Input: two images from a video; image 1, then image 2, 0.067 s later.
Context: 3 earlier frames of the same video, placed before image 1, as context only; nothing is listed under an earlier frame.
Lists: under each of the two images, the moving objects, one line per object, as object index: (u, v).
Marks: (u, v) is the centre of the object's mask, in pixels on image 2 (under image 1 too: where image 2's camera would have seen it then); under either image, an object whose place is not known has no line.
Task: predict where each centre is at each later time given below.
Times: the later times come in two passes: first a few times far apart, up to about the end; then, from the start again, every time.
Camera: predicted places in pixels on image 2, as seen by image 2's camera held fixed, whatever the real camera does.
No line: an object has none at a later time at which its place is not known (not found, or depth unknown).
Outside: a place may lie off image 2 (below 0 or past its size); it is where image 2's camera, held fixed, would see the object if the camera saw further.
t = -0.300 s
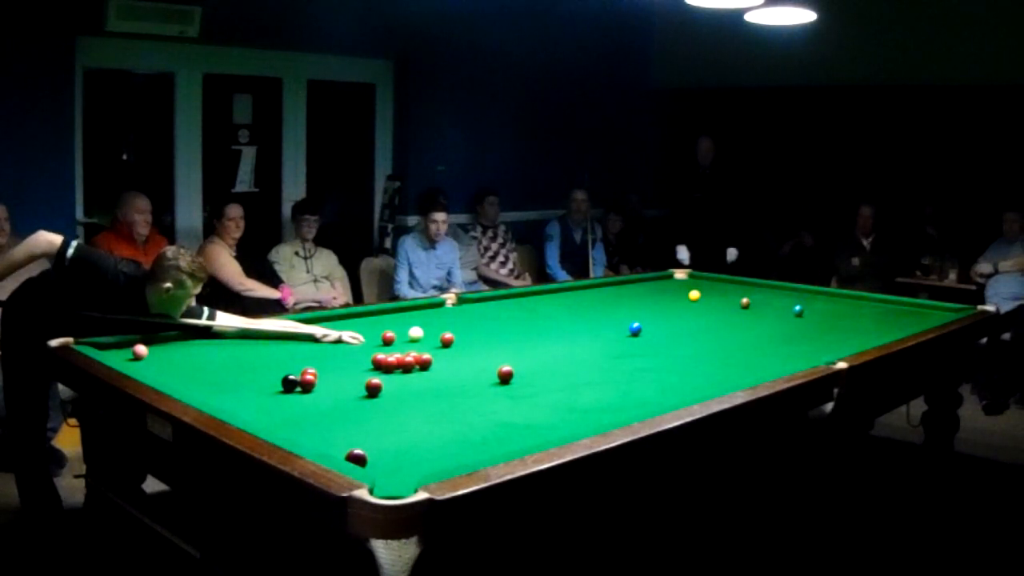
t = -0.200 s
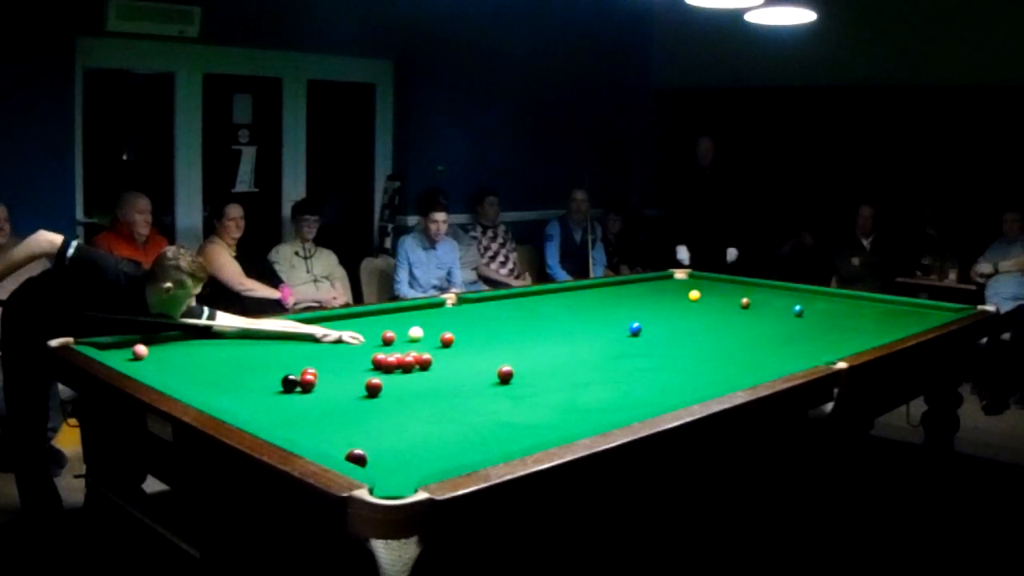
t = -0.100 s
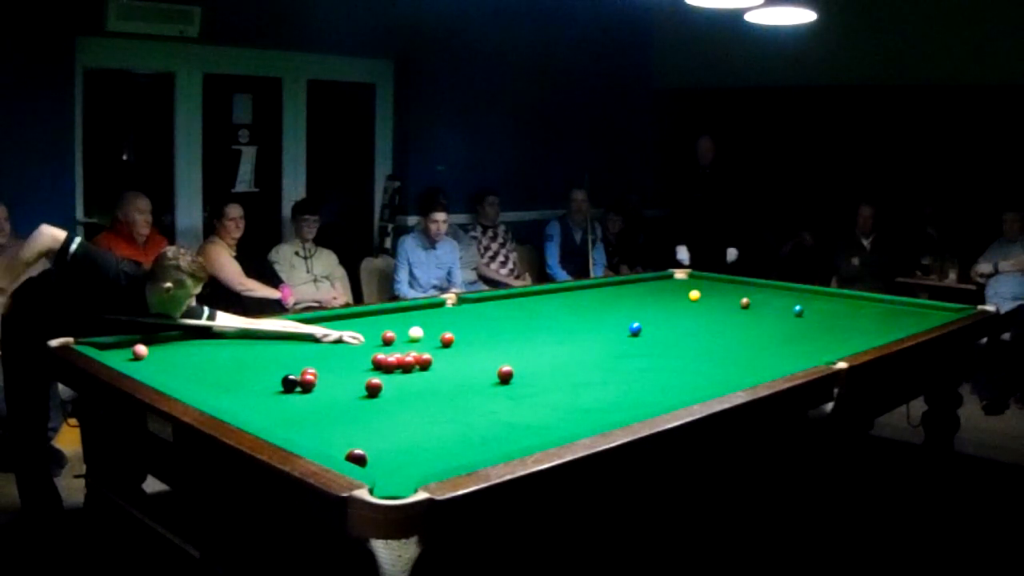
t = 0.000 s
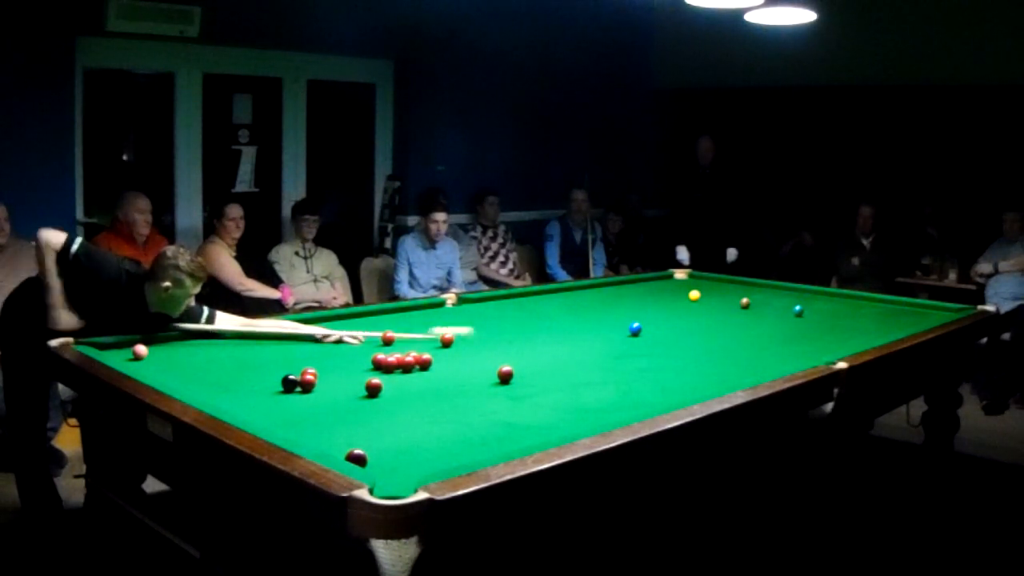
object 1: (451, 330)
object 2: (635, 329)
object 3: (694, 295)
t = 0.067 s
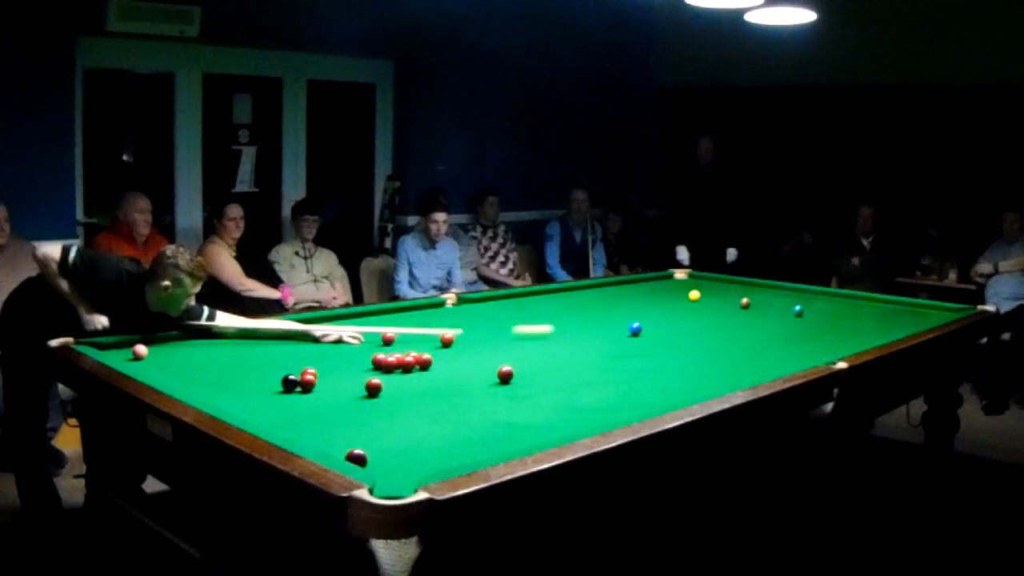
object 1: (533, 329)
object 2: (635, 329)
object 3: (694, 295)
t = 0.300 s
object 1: (635, 333)
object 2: (765, 319)
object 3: (694, 295)
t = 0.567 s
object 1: (636, 339)
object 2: (929, 309)
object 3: (694, 295)
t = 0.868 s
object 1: (635, 345)
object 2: (868, 305)
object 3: (694, 295)
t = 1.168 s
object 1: (634, 352)
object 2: (757, 298)
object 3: (694, 295)
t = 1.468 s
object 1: (632, 358)
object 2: (695, 293)
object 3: (651, 294)
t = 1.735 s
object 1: (631, 363)
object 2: (668, 289)
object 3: (591, 293)
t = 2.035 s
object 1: (630, 369)
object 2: (640, 285)
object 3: (534, 292)
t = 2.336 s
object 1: (629, 374)
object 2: (623, 282)
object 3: (530, 299)
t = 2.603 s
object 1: (629, 379)
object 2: (641, 282)
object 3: (525, 304)
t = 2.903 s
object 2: (659, 284)
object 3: (520, 310)
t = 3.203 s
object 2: (675, 284)
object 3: (515, 317)
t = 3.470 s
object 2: (687, 285)
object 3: (512, 323)
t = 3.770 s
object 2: (699, 285)
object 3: (507, 330)
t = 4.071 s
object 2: (710, 286)
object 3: (503, 338)
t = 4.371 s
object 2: (718, 286)
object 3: (498, 345)
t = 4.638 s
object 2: (724, 286)
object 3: (494, 352)
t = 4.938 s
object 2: (728, 286)
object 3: (491, 360)
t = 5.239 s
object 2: (731, 286)
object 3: (487, 367)
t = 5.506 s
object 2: (732, 286)
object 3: (483, 374)
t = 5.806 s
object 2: (731, 286)
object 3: (479, 381)
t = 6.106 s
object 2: (732, 286)
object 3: (476, 388)
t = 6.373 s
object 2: (732, 286)
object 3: (474, 394)
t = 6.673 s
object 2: (732, 286)
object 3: (472, 399)
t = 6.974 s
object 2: (731, 286)
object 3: (470, 405)
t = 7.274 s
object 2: (731, 286)
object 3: (470, 409)
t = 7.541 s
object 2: (732, 286)
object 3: (470, 412)
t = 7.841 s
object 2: (731, 286)
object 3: (471, 415)
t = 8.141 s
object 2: (731, 286)
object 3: (473, 417)
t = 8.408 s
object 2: (731, 287)
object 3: (474, 417)
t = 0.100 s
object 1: (572, 329)
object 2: (635, 329)
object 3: (694, 295)
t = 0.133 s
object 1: (608, 328)
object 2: (635, 329)
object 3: (694, 295)
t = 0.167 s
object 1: (625, 329)
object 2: (653, 326)
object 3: (694, 295)
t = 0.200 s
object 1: (629, 330)
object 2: (683, 324)
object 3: (694, 295)
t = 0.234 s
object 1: (632, 331)
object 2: (712, 322)
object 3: (694, 295)
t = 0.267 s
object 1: (634, 332)
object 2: (740, 321)
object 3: (694, 295)
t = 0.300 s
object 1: (635, 333)
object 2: (765, 319)
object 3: (694, 295)
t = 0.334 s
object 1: (637, 333)
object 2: (790, 318)
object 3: (694, 295)
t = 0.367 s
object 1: (637, 334)
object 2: (813, 316)
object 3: (694, 295)
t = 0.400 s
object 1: (637, 335)
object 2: (835, 315)
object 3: (694, 295)
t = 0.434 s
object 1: (637, 336)
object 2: (855, 314)
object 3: (694, 295)
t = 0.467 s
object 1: (637, 337)
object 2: (875, 313)
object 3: (694, 295)
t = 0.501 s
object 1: (636, 337)
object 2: (894, 311)
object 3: (694, 295)
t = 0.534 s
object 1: (636, 338)
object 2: (912, 311)
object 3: (694, 295)
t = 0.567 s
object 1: (636, 339)
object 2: (929, 309)
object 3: (694, 295)
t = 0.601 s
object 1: (636, 339)
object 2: (945, 308)
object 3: (694, 295)
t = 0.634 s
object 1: (636, 340)
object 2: (957, 308)
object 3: (694, 295)
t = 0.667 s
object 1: (636, 341)
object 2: (956, 309)
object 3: (694, 295)
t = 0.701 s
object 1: (636, 341)
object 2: (941, 309)
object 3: (694, 295)
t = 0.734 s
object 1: (636, 342)
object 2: (926, 308)
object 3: (694, 295)
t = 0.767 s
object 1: (635, 343)
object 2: (911, 308)
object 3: (694, 295)
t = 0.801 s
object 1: (635, 344)
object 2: (896, 307)
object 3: (694, 295)
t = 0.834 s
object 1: (635, 345)
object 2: (881, 307)
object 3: (694, 295)
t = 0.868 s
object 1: (635, 345)
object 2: (868, 305)
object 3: (694, 295)
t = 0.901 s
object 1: (635, 346)
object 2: (854, 305)
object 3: (694, 295)
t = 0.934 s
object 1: (634, 347)
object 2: (842, 304)
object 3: (694, 295)
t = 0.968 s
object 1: (635, 347)
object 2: (829, 303)
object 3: (694, 295)
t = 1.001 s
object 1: (634, 348)
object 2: (816, 302)
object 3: (694, 295)
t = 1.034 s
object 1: (634, 349)
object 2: (804, 301)
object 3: (694, 295)
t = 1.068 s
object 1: (634, 349)
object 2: (792, 301)
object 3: (694, 295)
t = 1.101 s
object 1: (634, 350)
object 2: (780, 300)
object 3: (694, 295)
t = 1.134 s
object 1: (634, 351)
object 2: (768, 299)
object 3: (694, 295)
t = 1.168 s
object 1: (634, 352)
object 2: (757, 298)
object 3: (694, 295)
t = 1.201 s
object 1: (633, 352)
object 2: (744, 296)
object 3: (694, 295)
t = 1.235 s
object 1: (633, 353)
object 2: (733, 297)
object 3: (694, 295)
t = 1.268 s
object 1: (633, 354)
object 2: (721, 296)
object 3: (694, 295)
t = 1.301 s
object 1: (633, 354)
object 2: (710, 295)
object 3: (694, 295)
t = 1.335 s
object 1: (633, 355)
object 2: (703, 295)
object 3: (688, 295)
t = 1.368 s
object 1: (633, 356)
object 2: (702, 295)
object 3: (678, 294)
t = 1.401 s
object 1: (633, 356)
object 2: (700, 294)
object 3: (669, 294)
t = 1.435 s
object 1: (633, 357)
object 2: (698, 294)
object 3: (660, 294)
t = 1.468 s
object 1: (632, 358)
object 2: (695, 293)
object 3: (651, 294)
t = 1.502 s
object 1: (632, 359)
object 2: (692, 293)
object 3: (643, 294)
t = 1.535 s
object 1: (632, 359)
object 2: (688, 292)
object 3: (635, 294)
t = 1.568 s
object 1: (632, 360)
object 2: (685, 292)
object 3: (628, 293)
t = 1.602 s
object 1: (632, 361)
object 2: (682, 291)
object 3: (621, 293)
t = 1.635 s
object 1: (632, 361)
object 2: (678, 290)
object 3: (613, 293)
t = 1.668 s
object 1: (631, 362)
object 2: (675, 290)
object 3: (606, 293)
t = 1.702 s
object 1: (631, 363)
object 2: (671, 290)
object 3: (599, 293)
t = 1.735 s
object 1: (631, 363)
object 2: (668, 289)
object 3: (591, 293)
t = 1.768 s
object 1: (631, 364)
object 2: (665, 289)
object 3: (584, 293)
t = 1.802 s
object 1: (631, 365)
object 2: (662, 288)
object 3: (577, 292)
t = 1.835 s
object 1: (631, 365)
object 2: (659, 288)
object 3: (570, 292)
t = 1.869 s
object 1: (631, 366)
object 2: (655, 287)
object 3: (563, 292)
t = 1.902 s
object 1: (631, 366)
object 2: (652, 287)
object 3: (556, 292)
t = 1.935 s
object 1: (630, 367)
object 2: (649, 286)
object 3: (549, 292)
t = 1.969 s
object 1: (630, 368)
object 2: (646, 286)
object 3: (542, 291)
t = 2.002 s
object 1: (630, 368)
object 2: (643, 285)
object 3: (535, 291)
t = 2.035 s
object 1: (630, 369)
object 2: (640, 285)
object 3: (534, 292)
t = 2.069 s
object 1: (630, 370)
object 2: (637, 284)
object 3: (534, 293)
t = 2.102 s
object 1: (630, 370)
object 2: (633, 284)
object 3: (534, 293)
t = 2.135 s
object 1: (630, 371)
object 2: (631, 283)
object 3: (533, 294)
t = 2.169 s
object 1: (630, 372)
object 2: (627, 282)
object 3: (532, 295)
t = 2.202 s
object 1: (630, 372)
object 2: (625, 282)
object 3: (532, 296)
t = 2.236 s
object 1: (630, 373)
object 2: (622, 282)
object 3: (531, 296)
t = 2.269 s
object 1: (630, 373)
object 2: (619, 282)
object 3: (531, 297)
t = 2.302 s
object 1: (630, 374)
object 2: (621, 281)
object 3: (530, 298)
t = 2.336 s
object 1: (629, 374)
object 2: (623, 282)
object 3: (530, 299)
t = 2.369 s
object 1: (629, 375)
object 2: (626, 282)
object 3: (529, 299)
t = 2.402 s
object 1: (629, 376)
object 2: (628, 282)
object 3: (529, 300)
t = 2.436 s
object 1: (629, 376)
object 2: (630, 282)
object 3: (528, 300)
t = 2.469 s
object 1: (629, 377)
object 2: (633, 282)
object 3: (528, 301)
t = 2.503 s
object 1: (629, 377)
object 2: (635, 282)
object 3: (527, 302)
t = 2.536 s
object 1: (629, 378)
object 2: (637, 282)
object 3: (526, 303)
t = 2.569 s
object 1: (629, 379)
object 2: (639, 282)
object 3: (526, 303)
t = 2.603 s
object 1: (629, 379)
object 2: (641, 282)
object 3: (525, 304)
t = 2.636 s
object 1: (629, 380)
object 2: (643, 283)
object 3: (525, 304)
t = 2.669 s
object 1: (629, 380)
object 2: (646, 283)
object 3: (524, 305)
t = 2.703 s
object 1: (629, 381)
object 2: (648, 283)
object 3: (524, 306)
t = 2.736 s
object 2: (649, 283)
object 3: (523, 307)
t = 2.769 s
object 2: (651, 283)
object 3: (522, 307)
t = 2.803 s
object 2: (653, 283)
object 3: (522, 308)
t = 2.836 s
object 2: (655, 284)
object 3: (521, 309)
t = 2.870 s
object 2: (657, 283)
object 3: (521, 310)
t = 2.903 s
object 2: (659, 284)
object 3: (520, 310)
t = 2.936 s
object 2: (661, 284)
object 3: (520, 311)
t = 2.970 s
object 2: (662, 284)
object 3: (519, 312)
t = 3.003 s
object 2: (664, 284)
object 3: (519, 313)
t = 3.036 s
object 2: (666, 284)
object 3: (518, 314)
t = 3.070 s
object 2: (668, 284)
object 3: (518, 314)
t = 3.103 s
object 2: (669, 284)
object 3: (517, 315)
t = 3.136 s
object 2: (671, 284)
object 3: (517, 316)
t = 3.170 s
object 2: (673, 284)
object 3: (516, 316)
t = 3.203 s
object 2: (675, 284)
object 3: (515, 317)
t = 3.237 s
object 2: (676, 284)
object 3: (515, 318)
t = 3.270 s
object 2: (678, 284)
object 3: (515, 319)
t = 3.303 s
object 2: (679, 284)
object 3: (514, 319)
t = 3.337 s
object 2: (681, 284)
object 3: (514, 321)
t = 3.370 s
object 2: (683, 284)
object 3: (513, 321)
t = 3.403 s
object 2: (684, 284)
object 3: (513, 322)
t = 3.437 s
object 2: (686, 284)
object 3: (512, 323)
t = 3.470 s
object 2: (687, 285)
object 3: (512, 323)
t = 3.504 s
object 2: (689, 285)
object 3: (511, 324)
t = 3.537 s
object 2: (690, 285)
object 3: (510, 325)
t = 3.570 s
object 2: (691, 285)
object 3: (510, 326)
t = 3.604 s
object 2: (693, 285)
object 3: (510, 327)
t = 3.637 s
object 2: (694, 285)
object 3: (509, 327)
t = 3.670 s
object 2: (696, 285)
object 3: (508, 328)
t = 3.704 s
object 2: (697, 285)
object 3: (508, 329)
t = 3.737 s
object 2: (698, 285)
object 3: (508, 330)
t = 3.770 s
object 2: (699, 285)
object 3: (507, 330)
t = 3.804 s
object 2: (700, 285)
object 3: (506, 331)
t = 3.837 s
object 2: (702, 286)
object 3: (506, 332)
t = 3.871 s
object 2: (703, 286)
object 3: (505, 333)
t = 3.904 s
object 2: (704, 286)
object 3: (505, 334)
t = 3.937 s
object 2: (705, 285)
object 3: (505, 335)
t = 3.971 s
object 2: (707, 285)
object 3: (504, 335)
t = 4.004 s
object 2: (708, 286)
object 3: (503, 336)
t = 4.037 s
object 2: (709, 286)
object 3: (503, 337)
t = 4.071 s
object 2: (710, 286)
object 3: (503, 338)
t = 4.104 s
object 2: (711, 286)
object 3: (502, 339)
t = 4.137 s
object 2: (712, 285)
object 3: (502, 340)
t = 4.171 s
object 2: (713, 286)
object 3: (501, 340)
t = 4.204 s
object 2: (714, 286)
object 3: (501, 341)
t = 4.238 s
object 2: (715, 286)
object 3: (500, 342)
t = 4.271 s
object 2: (716, 286)
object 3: (500, 343)
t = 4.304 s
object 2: (717, 286)
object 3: (499, 343)
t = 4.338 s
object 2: (718, 286)
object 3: (499, 344)
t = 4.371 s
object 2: (718, 286)
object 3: (498, 345)
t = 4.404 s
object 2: (719, 286)
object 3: (498, 346)
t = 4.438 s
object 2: (720, 286)
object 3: (498, 347)
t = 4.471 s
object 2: (721, 286)
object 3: (497, 348)
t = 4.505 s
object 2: (721, 286)
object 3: (497, 349)
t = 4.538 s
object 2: (722, 286)
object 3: (496, 349)
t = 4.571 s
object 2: (723, 286)
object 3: (496, 350)
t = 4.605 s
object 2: (723, 286)
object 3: (495, 351)
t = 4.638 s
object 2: (724, 286)
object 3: (494, 352)
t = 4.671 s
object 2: (724, 286)
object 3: (494, 353)
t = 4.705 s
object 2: (725, 286)
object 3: (494, 354)
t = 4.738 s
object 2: (726, 286)
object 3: (493, 354)
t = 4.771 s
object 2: (726, 286)
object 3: (493, 355)
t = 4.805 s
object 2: (727, 286)
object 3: (492, 356)
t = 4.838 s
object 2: (727, 286)
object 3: (492, 357)
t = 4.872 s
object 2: (728, 286)
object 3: (491, 358)
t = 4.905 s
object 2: (728, 286)
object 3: (491, 359)
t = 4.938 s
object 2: (728, 286)
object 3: (491, 360)
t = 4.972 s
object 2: (729, 286)
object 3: (490, 361)
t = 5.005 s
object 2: (729, 286)
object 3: (490, 361)
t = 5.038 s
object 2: (730, 286)
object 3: (489, 362)
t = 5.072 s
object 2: (730, 286)
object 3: (489, 363)
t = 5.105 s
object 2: (730, 286)
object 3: (488, 364)
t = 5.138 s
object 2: (731, 286)
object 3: (488, 365)
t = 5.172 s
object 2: (731, 286)
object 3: (487, 366)
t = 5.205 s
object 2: (731, 286)
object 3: (487, 367)
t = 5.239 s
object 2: (731, 286)
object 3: (487, 367)
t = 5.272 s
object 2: (731, 286)
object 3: (486, 368)
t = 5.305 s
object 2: (731, 286)
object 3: (486, 369)
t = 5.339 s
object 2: (731, 286)
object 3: (485, 370)
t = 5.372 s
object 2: (731, 286)
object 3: (485, 371)
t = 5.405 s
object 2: (732, 286)
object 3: (485, 371)
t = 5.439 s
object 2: (732, 286)
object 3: (484, 372)
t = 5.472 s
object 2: (732, 286)
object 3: (484, 373)
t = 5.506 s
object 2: (732, 286)
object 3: (483, 374)
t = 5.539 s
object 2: (731, 286)
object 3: (483, 375)
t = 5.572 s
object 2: (732, 286)
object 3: (483, 375)
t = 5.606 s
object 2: (731, 286)
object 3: (482, 376)
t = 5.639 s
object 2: (731, 286)
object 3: (482, 377)
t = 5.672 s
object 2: (731, 286)
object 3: (481, 378)
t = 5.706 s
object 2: (731, 287)
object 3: (481, 379)
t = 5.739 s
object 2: (731, 286)
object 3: (480, 379)
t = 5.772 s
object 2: (731, 286)
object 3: (480, 380)
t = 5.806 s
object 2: (731, 286)
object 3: (479, 381)
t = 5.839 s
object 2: (731, 286)
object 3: (479, 382)
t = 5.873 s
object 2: (731, 286)
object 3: (479, 383)
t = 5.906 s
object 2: (731, 287)
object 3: (479, 383)
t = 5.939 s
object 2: (731, 286)
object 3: (478, 384)
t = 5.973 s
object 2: (731, 286)
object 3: (477, 385)
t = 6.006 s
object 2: (731, 286)
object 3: (477, 386)
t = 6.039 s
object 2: (731, 286)
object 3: (477, 386)
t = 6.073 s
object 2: (731, 286)
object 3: (477, 387)
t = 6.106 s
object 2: (732, 286)
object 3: (476, 388)
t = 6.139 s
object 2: (732, 286)
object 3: (476, 389)
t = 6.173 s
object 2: (731, 286)
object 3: (476, 390)
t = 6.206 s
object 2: (731, 286)
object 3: (475, 390)
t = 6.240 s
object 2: (732, 286)
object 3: (475, 391)
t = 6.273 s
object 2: (732, 286)
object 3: (475, 391)
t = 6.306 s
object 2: (732, 286)
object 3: (474, 392)
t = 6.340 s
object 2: (732, 286)
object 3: (474, 393)
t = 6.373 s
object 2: (732, 286)
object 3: (474, 394)
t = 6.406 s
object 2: (731, 286)
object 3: (474, 394)
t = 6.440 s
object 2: (731, 286)
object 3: (473, 395)
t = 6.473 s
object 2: (731, 286)
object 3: (473, 395)
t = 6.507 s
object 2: (732, 286)
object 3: (473, 396)
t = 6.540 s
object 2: (732, 286)
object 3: (473, 397)
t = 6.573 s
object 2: (732, 286)
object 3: (472, 397)
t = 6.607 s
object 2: (732, 286)
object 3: (472, 398)
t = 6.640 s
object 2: (731, 286)
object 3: (472, 399)
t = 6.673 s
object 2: (732, 286)
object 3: (472, 399)
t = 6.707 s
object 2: (732, 286)
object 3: (472, 400)
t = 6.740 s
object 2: (732, 286)
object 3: (471, 401)
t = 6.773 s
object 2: (732, 286)
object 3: (471, 401)
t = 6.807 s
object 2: (732, 287)
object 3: (471, 402)
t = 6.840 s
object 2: (732, 286)
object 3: (471, 402)
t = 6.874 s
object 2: (731, 287)
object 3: (471, 403)
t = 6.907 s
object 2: (732, 287)
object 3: (471, 403)
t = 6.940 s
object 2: (732, 286)
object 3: (471, 404)
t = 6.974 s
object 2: (731, 286)
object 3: (470, 405)
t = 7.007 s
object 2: (731, 286)
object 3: (470, 405)
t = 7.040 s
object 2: (731, 286)
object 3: (470, 406)
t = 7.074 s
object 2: (731, 286)
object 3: (470, 406)
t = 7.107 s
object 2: (731, 286)
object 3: (470, 407)
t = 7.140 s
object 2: (731, 286)
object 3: (470, 407)
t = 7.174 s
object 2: (731, 286)
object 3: (470, 407)
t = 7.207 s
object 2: (731, 286)
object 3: (470, 408)
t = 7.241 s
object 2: (732, 286)
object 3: (470, 409)
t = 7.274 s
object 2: (731, 286)
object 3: (470, 409)
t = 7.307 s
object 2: (731, 286)
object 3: (470, 409)
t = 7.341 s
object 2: (731, 286)
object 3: (470, 410)
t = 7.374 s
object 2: (731, 286)
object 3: (470, 410)
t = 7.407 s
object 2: (732, 286)
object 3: (470, 410)
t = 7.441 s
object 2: (731, 286)
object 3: (470, 411)
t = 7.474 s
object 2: (732, 286)
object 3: (470, 411)
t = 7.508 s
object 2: (732, 286)
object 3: (470, 412)
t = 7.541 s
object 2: (732, 286)
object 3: (470, 412)
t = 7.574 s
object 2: (732, 286)
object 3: (470, 412)
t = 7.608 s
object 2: (732, 286)
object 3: (470, 413)
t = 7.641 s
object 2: (731, 286)
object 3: (470, 413)
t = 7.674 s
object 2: (731, 286)
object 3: (471, 413)
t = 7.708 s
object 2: (731, 286)
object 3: (471, 413)
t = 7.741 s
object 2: (731, 287)
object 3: (471, 414)
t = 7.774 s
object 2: (731, 286)
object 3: (471, 414)
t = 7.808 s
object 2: (731, 287)
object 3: (471, 415)
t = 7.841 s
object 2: (731, 286)
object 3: (471, 415)
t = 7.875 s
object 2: (731, 287)
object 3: (471, 415)
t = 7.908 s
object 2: (731, 286)
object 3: (472, 415)
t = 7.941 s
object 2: (731, 286)
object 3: (472, 415)
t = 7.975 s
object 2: (732, 286)
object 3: (472, 416)
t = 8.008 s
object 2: (732, 287)
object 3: (472, 416)
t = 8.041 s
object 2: (731, 286)
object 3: (472, 416)
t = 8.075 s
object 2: (731, 287)
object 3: (472, 416)
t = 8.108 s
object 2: (731, 287)
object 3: (473, 416)
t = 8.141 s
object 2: (731, 286)
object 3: (473, 417)
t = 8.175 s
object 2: (731, 286)
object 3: (473, 416)
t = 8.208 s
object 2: (731, 286)
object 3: (473, 417)
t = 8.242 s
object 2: (731, 286)
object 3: (473, 417)
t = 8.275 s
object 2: (731, 287)
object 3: (473, 417)
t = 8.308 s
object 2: (731, 287)
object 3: (474, 417)
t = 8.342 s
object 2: (731, 286)
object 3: (474, 417)
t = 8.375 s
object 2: (732, 287)
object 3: (474, 417)
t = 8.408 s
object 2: (731, 287)
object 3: (474, 417)
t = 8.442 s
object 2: (731, 287)
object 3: (474, 417)
